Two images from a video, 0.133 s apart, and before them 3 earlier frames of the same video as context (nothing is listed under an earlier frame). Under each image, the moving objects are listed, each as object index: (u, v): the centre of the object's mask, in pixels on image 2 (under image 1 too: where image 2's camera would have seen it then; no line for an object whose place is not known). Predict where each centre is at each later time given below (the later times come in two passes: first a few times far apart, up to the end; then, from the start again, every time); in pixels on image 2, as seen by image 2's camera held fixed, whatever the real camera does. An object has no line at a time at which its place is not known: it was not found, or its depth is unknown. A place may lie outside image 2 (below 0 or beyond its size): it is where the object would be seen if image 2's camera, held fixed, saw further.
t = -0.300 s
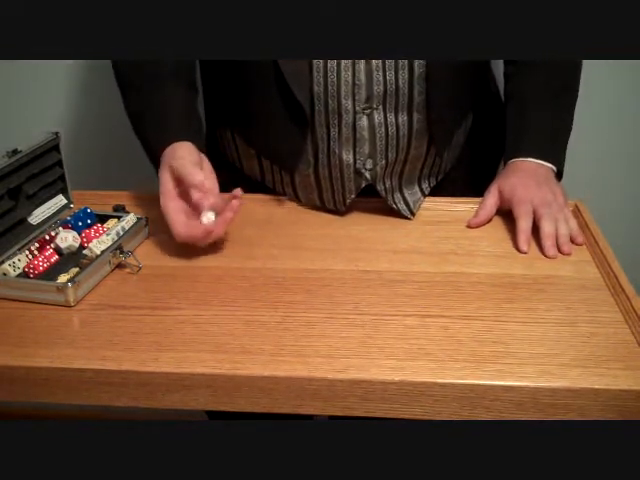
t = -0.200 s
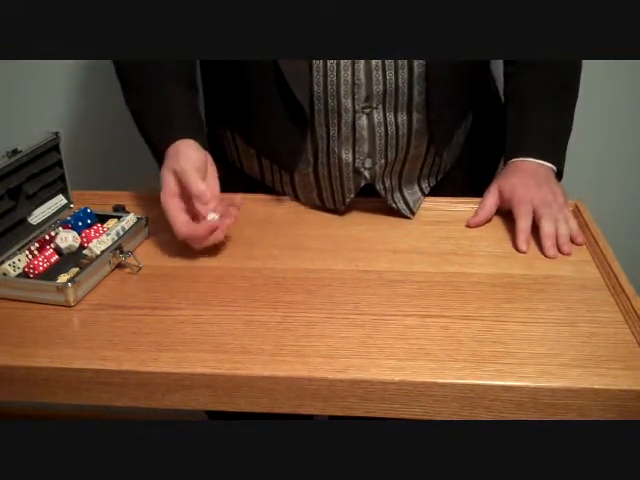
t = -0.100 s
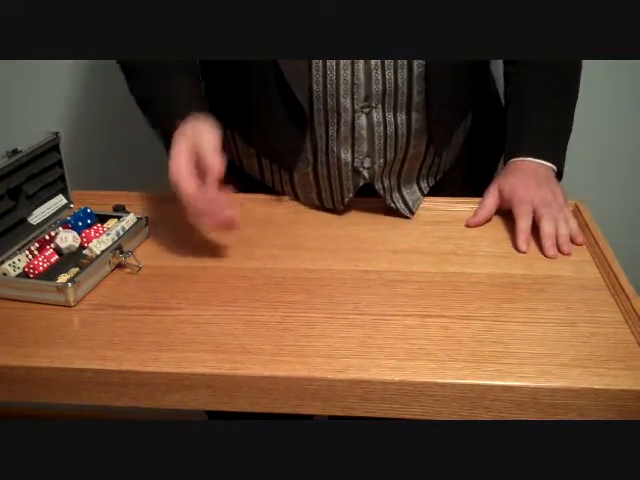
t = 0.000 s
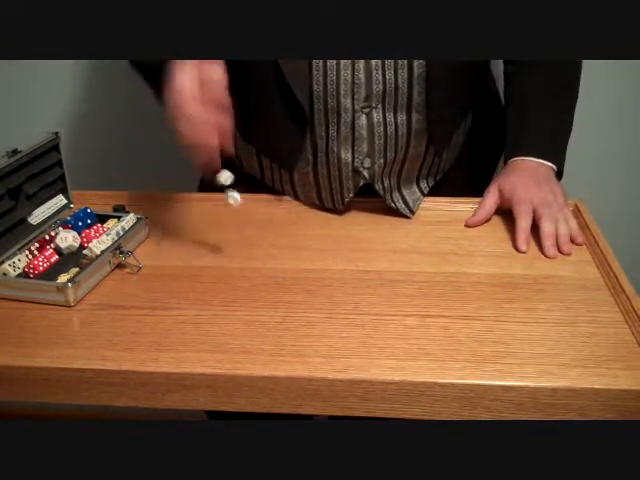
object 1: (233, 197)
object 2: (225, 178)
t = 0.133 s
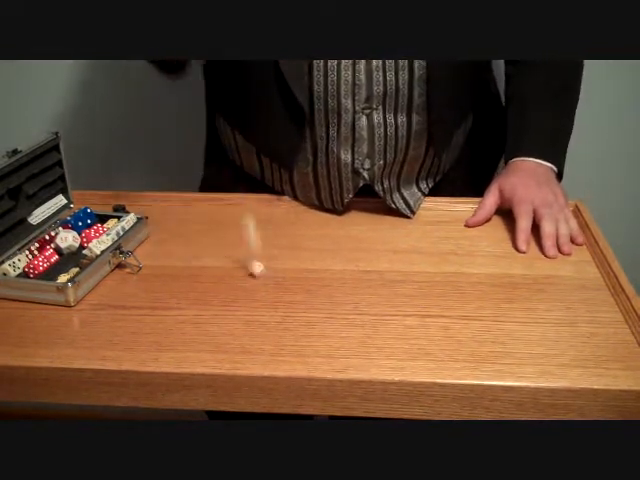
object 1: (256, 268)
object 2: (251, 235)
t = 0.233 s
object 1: (274, 278)
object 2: (267, 267)
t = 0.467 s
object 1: (305, 294)
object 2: (277, 278)
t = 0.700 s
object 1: (307, 294)
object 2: (271, 282)
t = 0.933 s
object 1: (307, 294)
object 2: (269, 283)
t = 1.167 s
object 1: (307, 294)
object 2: (269, 284)
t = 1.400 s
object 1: (307, 294)
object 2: (270, 284)
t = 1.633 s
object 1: (307, 294)
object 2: (269, 284)
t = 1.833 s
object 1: (307, 294)
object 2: (269, 284)
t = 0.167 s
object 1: (261, 272)
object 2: (260, 257)
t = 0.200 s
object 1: (266, 274)
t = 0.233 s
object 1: (274, 278)
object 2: (267, 267)
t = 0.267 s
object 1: (281, 280)
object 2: (268, 274)
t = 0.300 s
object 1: (287, 284)
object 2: (270, 276)
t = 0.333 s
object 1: (292, 288)
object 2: (273, 276)
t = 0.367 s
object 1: (296, 290)
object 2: (274, 278)
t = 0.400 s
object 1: (301, 292)
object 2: (274, 278)
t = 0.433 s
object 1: (302, 293)
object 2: (276, 278)
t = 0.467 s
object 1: (305, 294)
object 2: (277, 278)
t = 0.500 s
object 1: (306, 294)
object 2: (276, 280)
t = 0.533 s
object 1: (306, 294)
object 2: (275, 280)
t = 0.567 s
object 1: (306, 294)
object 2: (275, 280)
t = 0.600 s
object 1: (305, 294)
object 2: (273, 280)
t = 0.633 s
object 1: (306, 294)
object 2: (273, 282)
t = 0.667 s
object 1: (306, 294)
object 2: (272, 282)
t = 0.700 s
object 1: (307, 294)
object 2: (271, 282)
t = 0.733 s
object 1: (307, 294)
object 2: (271, 282)
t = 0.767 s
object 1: (307, 294)
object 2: (270, 283)
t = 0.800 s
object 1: (307, 294)
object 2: (270, 282)
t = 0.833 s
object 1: (307, 294)
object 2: (270, 282)
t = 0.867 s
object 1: (307, 294)
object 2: (270, 282)
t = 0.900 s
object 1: (307, 294)
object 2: (269, 283)
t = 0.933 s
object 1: (307, 294)
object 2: (269, 283)
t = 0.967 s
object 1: (307, 294)
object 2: (268, 284)
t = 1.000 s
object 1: (307, 294)
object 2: (267, 284)
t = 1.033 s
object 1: (307, 294)
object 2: (267, 284)
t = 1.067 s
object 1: (307, 294)
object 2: (268, 284)
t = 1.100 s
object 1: (307, 294)
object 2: (267, 284)
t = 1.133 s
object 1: (307, 294)
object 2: (269, 284)
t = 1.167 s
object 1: (307, 294)
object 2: (269, 284)
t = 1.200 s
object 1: (307, 294)
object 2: (270, 285)
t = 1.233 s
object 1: (307, 294)
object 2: (270, 284)
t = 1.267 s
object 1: (307, 294)
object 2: (270, 285)
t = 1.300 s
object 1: (307, 294)
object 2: (271, 285)
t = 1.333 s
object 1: (307, 294)
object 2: (271, 285)
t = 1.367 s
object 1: (307, 294)
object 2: (270, 284)
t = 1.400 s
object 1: (307, 294)
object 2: (270, 284)
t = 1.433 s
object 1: (307, 294)
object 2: (269, 284)
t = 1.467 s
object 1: (307, 294)
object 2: (268, 285)
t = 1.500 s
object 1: (307, 294)
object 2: (268, 284)
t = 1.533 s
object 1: (307, 294)
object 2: (268, 284)
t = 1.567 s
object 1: (307, 294)
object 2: (268, 284)
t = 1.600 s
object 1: (307, 294)
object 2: (269, 284)
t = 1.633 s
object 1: (307, 294)
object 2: (269, 284)
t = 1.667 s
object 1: (307, 294)
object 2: (269, 284)
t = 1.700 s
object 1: (307, 294)
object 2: (269, 284)
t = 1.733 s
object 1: (307, 294)
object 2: (269, 284)
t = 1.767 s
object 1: (307, 294)
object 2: (269, 284)
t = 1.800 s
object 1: (307, 294)
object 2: (269, 284)
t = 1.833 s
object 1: (307, 294)
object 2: (269, 284)
